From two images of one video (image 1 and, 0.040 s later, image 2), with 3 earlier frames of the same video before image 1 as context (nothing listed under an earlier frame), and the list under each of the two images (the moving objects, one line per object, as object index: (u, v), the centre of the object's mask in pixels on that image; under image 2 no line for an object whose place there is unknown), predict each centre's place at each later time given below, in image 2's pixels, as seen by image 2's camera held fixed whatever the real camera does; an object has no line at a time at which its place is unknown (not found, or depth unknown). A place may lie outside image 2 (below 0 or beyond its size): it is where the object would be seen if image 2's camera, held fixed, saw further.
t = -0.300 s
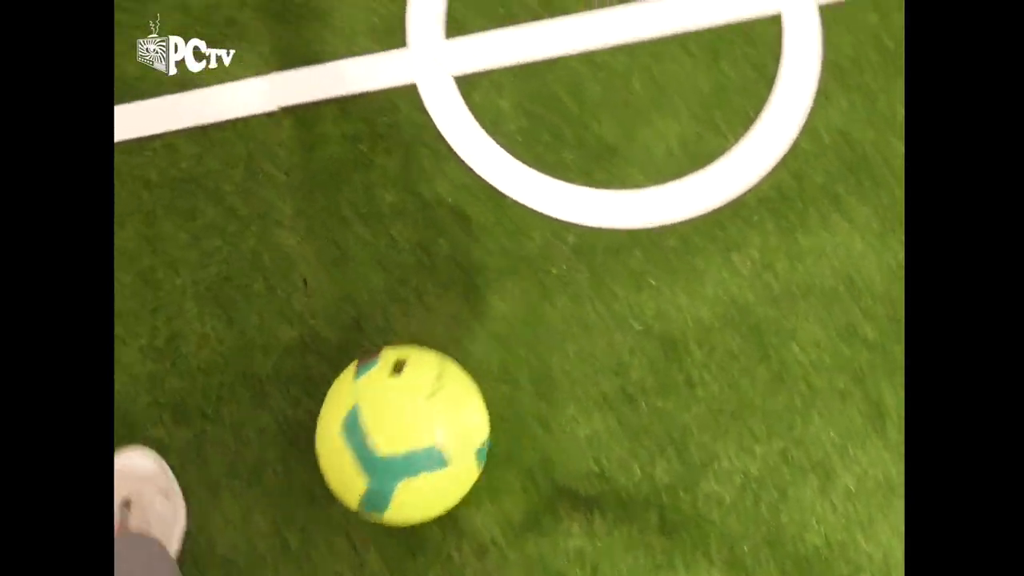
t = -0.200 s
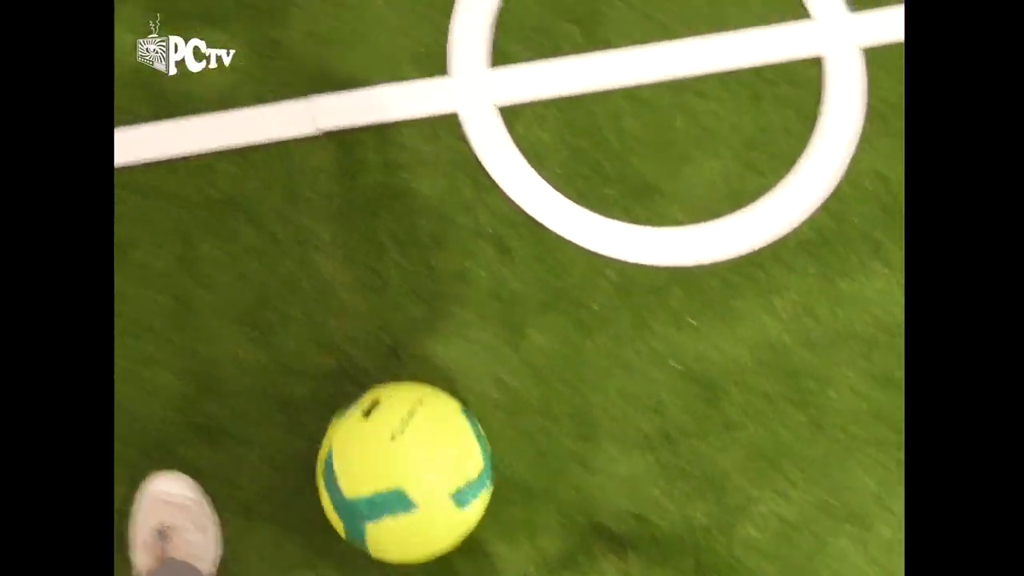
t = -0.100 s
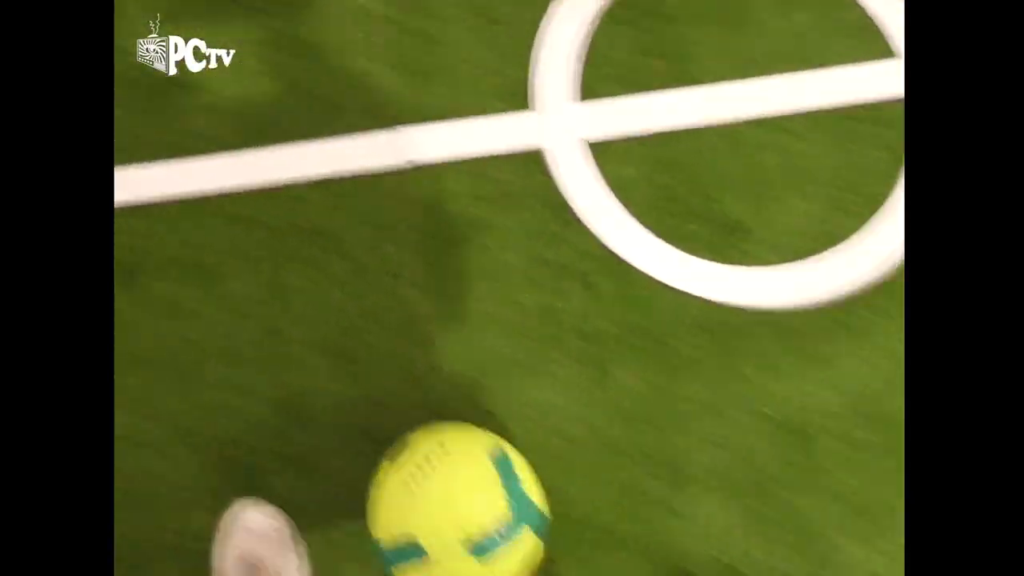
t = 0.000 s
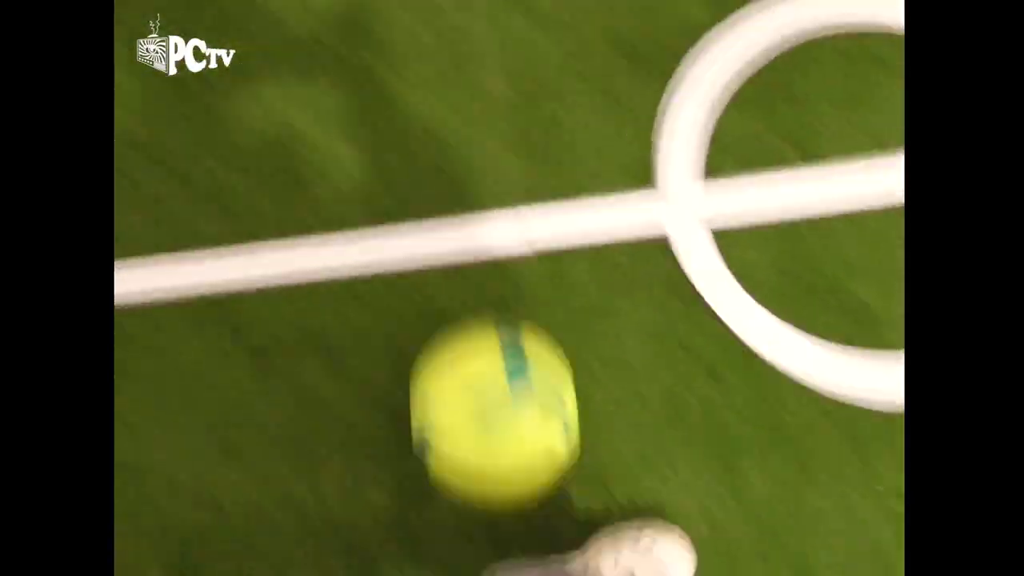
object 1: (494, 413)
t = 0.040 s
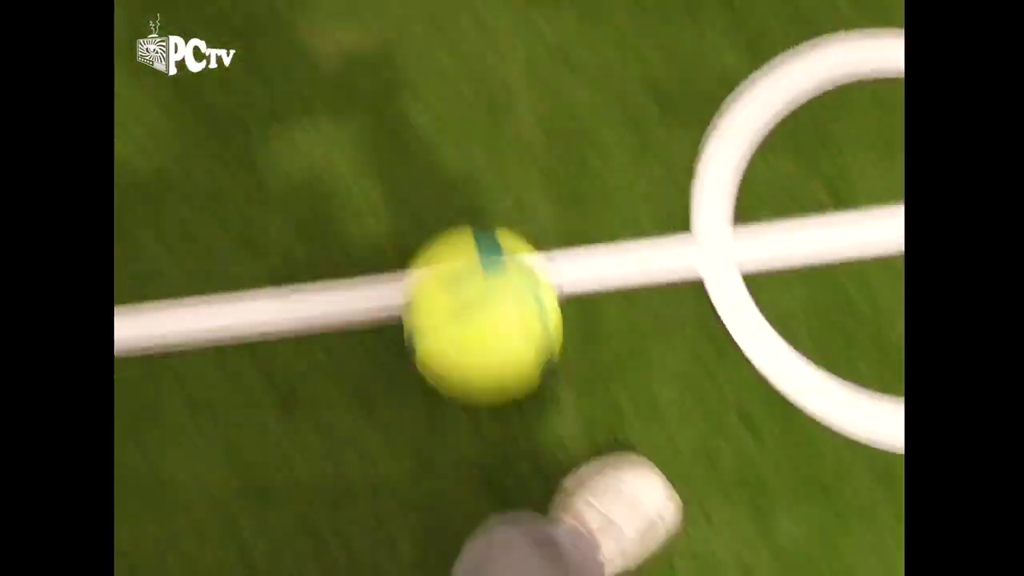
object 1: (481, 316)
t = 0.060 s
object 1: (461, 249)
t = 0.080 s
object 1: (442, 192)
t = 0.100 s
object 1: (422, 137)
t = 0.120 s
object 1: (404, 84)
